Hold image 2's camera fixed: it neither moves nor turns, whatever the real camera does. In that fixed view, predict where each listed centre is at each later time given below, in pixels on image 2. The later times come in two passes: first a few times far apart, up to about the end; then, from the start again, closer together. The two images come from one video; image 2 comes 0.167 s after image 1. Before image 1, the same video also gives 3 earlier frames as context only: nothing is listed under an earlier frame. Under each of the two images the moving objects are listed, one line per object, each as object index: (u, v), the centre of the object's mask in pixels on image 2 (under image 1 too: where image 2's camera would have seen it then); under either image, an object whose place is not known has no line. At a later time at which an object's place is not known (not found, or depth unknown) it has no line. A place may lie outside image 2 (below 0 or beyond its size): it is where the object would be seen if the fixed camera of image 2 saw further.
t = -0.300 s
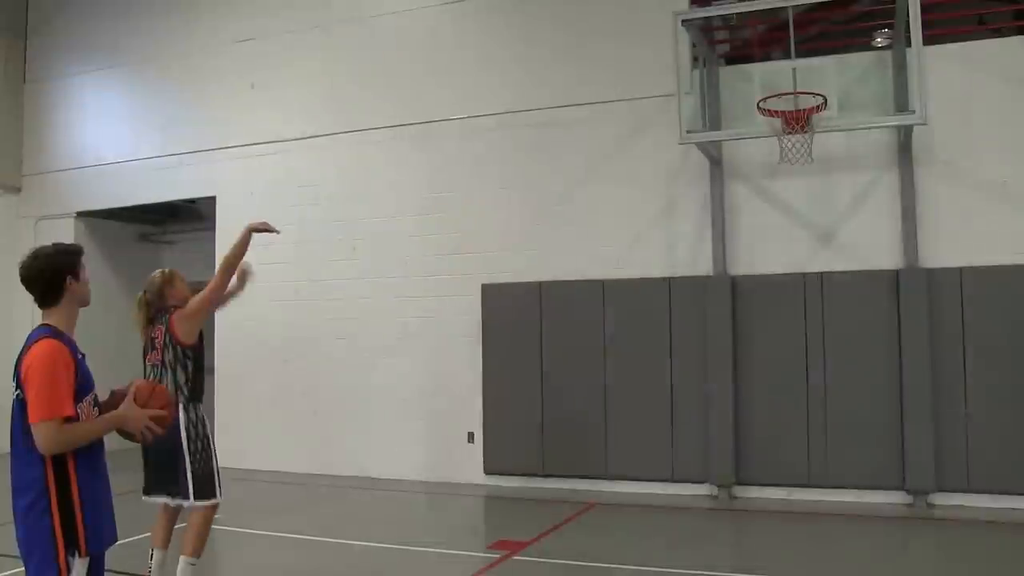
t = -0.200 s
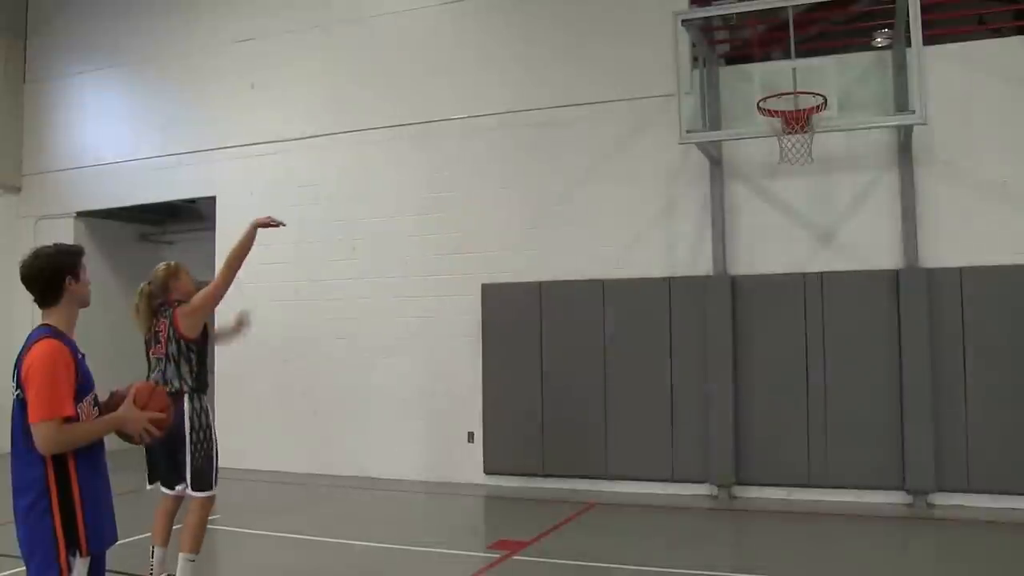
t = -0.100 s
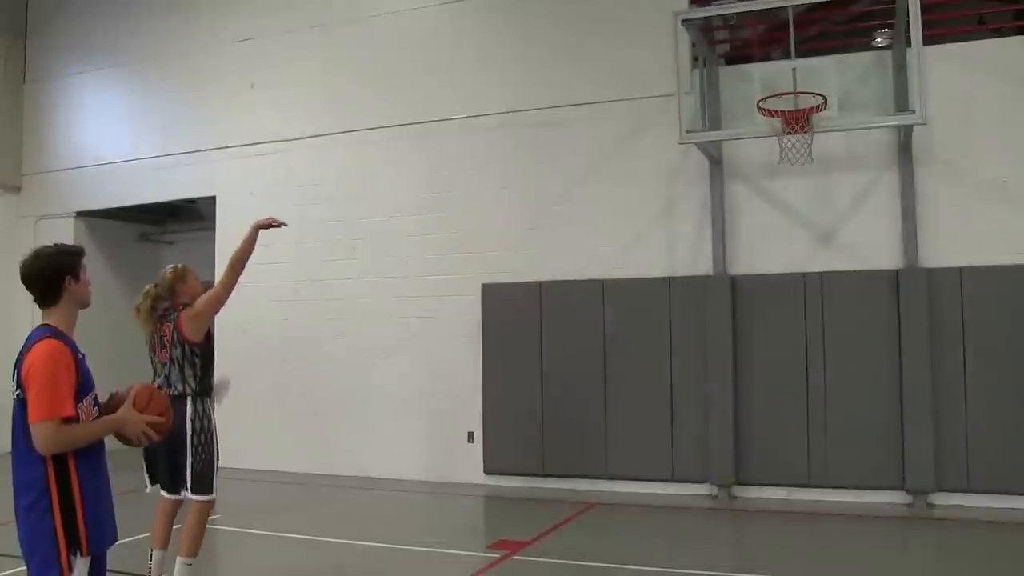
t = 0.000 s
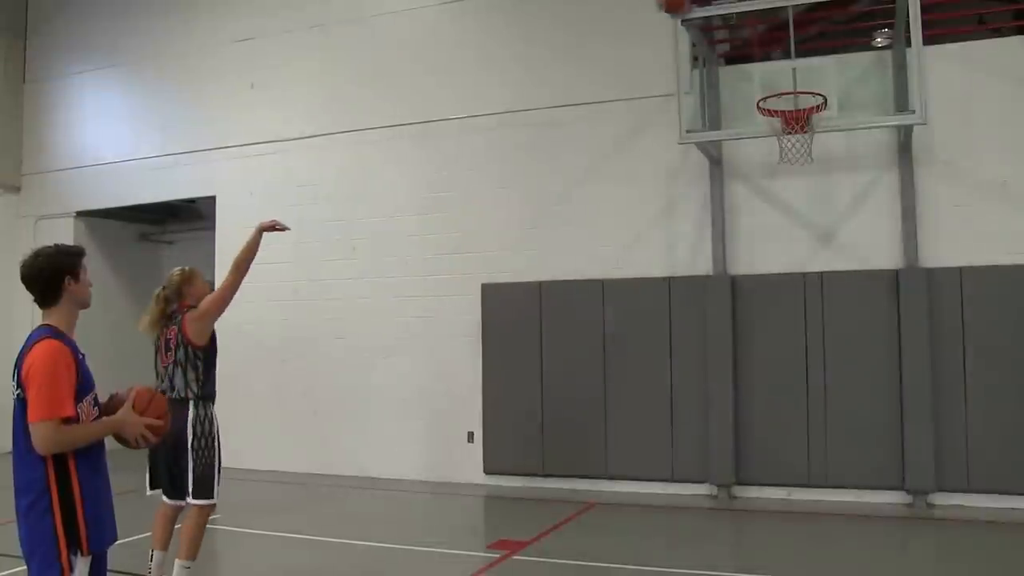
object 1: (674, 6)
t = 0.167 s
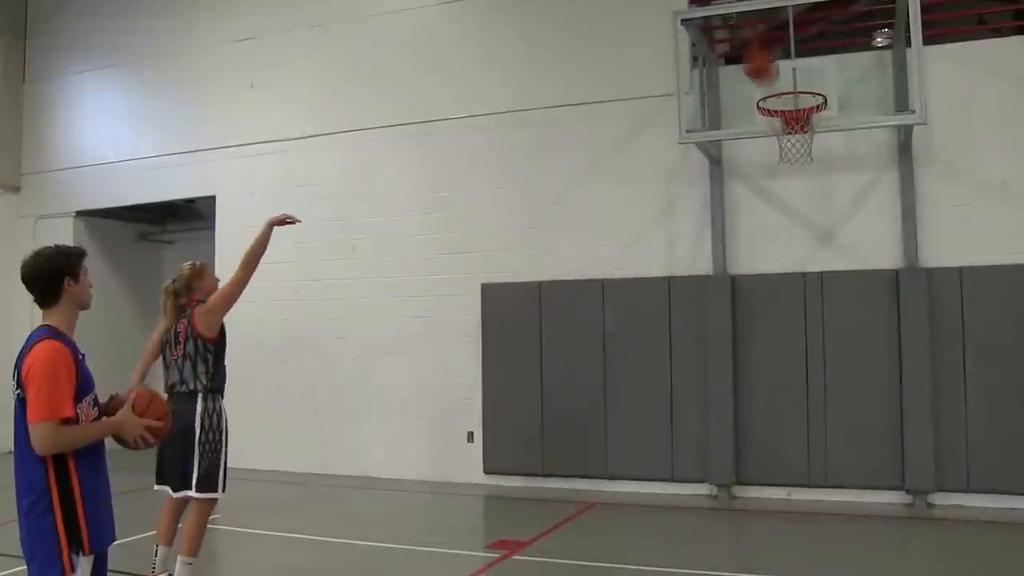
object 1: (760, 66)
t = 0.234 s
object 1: (793, 110)
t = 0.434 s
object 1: (798, 165)
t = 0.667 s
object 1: (793, 299)
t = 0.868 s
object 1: (788, 508)
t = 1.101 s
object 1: (764, 432)
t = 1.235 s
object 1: (745, 357)
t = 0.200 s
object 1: (774, 81)
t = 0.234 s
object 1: (793, 110)
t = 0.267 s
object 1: (795, 116)
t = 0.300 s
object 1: (803, 132)
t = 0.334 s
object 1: (801, 138)
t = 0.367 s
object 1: (800, 144)
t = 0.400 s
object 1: (799, 154)
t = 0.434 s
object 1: (798, 165)
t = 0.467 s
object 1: (797, 177)
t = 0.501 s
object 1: (796, 192)
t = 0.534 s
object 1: (796, 210)
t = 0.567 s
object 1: (795, 228)
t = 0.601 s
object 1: (794, 248)
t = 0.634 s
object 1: (793, 271)
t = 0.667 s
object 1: (793, 299)
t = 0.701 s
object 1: (792, 326)
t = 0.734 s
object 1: (792, 358)
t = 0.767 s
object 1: (790, 391)
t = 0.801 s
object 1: (789, 428)
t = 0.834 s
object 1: (789, 464)
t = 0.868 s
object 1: (788, 508)
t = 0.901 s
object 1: (786, 551)
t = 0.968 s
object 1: (781, 530)
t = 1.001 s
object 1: (776, 505)
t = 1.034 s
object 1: (774, 478)
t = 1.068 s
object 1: (768, 455)
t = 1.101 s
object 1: (764, 432)
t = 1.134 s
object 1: (760, 411)
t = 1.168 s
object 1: (754, 391)
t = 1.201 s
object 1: (750, 373)
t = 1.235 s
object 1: (745, 357)
